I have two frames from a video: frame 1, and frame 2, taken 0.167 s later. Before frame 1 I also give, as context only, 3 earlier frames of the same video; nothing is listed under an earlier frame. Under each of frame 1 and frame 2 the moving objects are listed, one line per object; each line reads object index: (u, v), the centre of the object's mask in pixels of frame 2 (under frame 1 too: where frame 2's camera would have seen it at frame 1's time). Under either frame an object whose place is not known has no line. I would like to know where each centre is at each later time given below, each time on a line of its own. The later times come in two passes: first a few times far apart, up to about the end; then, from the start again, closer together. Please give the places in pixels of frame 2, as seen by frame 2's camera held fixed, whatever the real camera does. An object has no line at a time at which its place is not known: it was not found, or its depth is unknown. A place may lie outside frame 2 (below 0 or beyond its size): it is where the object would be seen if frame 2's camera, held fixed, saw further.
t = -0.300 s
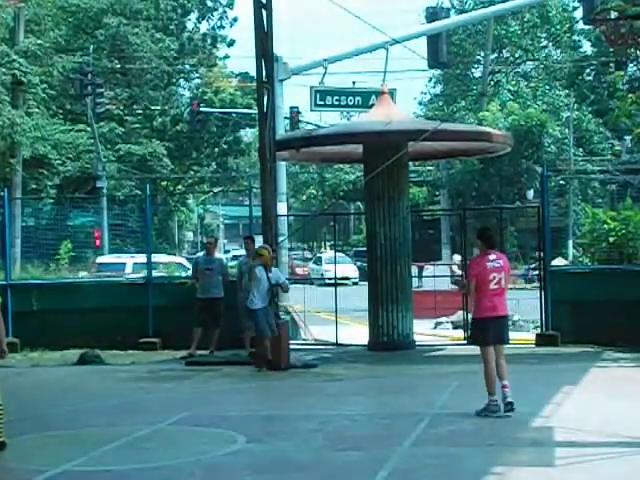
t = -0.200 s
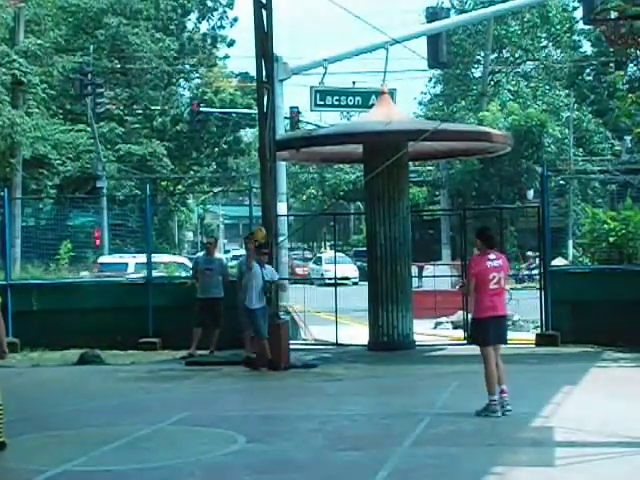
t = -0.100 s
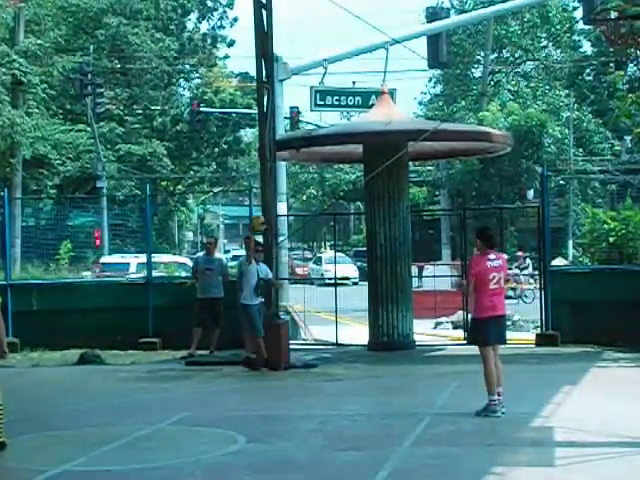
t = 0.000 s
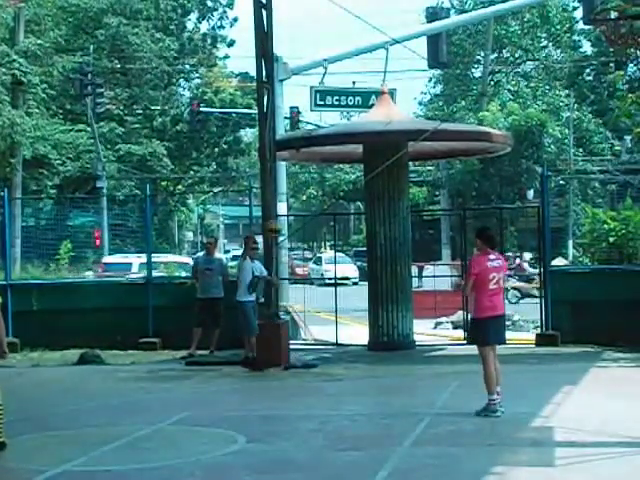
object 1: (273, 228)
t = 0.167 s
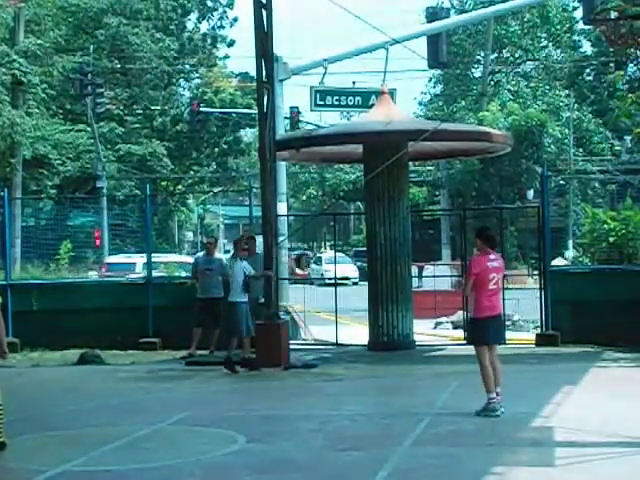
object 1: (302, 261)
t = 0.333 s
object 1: (335, 318)
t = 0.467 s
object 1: (361, 382)
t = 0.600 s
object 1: (371, 326)
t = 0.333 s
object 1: (335, 318)
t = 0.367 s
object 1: (341, 333)
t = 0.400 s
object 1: (348, 349)
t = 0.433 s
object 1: (355, 366)
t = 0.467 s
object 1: (361, 382)
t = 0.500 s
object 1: (364, 366)
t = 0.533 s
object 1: (367, 352)
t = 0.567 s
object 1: (368, 339)
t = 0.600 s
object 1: (371, 326)
